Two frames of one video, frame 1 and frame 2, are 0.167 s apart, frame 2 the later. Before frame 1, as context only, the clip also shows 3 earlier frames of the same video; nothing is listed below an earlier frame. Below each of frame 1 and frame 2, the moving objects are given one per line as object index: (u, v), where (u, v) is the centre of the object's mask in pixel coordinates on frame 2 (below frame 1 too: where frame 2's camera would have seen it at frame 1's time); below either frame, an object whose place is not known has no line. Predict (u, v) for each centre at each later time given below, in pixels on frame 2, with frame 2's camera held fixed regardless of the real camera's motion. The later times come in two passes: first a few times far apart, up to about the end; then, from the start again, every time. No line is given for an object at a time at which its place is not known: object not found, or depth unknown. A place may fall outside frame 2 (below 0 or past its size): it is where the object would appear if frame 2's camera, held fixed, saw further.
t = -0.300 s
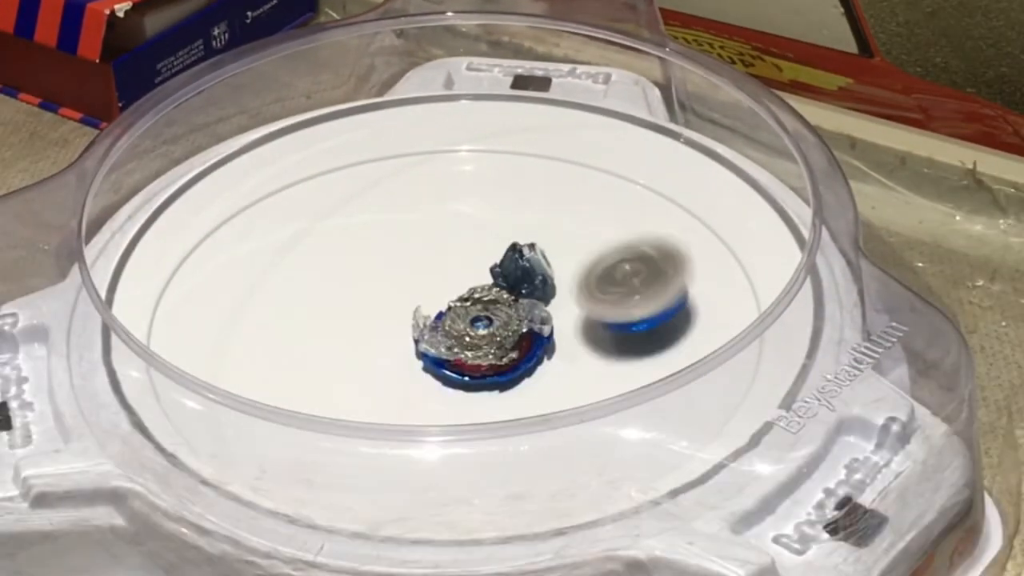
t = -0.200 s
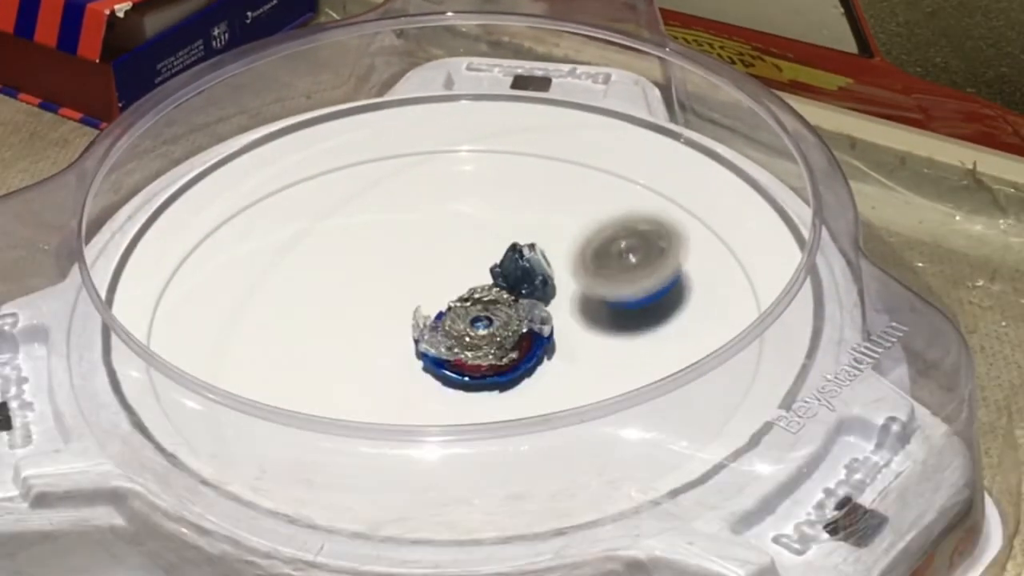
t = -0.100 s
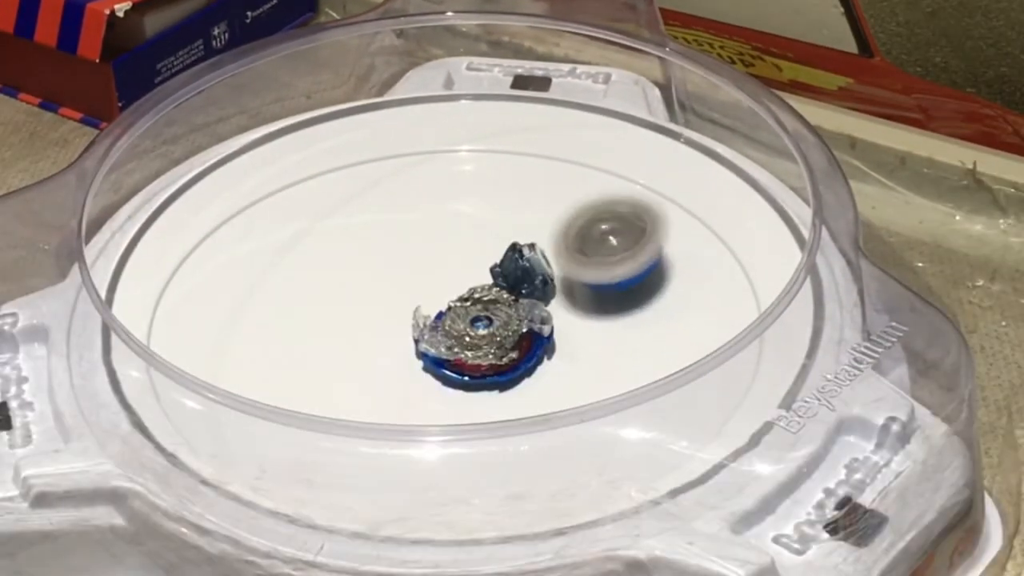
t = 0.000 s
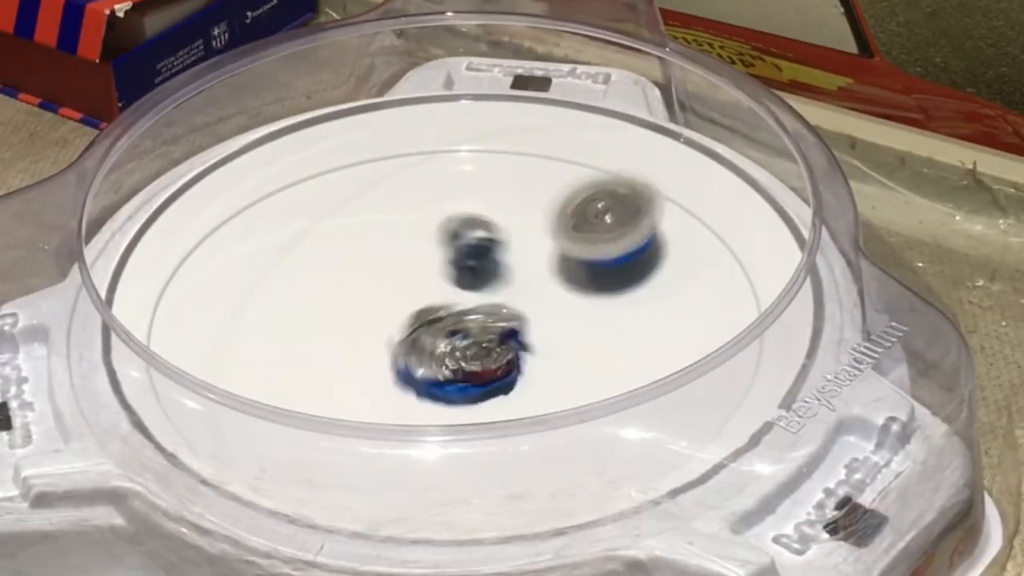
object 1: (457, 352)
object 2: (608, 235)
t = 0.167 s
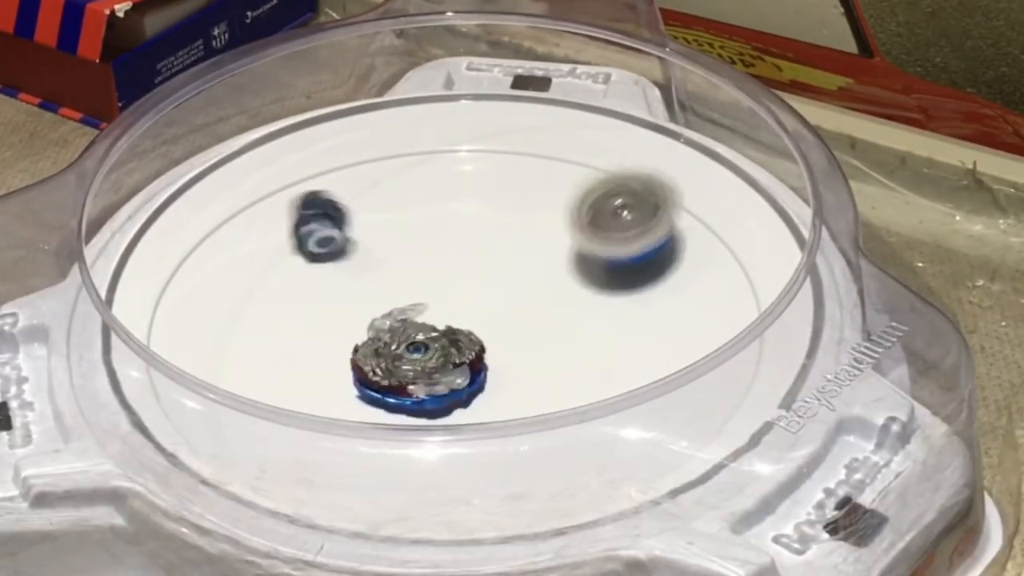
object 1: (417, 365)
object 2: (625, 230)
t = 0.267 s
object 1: (417, 364)
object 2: (582, 256)
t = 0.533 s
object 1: (418, 365)
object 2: (384, 263)
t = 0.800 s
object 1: (420, 363)
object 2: (325, 236)
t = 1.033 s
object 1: (452, 379)
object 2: (381, 295)
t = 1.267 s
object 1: (479, 381)
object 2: (389, 317)
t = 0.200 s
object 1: (418, 365)
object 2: (617, 239)
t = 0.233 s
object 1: (417, 364)
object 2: (603, 248)
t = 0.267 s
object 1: (417, 364)
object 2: (582, 256)
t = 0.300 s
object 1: (417, 364)
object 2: (557, 264)
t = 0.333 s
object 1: (417, 364)
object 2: (532, 271)
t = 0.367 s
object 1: (417, 364)
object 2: (507, 275)
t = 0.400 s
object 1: (417, 365)
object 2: (481, 276)
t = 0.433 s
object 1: (417, 364)
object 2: (455, 273)
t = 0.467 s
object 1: (416, 365)
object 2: (431, 270)
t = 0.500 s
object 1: (417, 365)
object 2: (407, 267)
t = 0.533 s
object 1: (418, 365)
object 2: (384, 263)
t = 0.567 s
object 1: (420, 366)
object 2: (368, 261)
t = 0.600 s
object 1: (420, 366)
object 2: (353, 257)
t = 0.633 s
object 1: (420, 365)
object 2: (340, 252)
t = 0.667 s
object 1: (420, 366)
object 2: (329, 246)
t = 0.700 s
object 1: (419, 364)
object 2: (320, 239)
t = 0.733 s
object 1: (420, 364)
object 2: (317, 236)
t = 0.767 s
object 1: (420, 364)
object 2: (319, 234)
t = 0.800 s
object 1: (420, 363)
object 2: (325, 236)
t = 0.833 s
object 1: (420, 363)
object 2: (334, 240)
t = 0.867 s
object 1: (420, 363)
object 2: (344, 247)
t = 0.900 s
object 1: (420, 364)
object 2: (355, 256)
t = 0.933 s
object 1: (420, 364)
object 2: (366, 265)
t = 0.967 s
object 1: (422, 366)
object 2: (375, 275)
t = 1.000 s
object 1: (438, 375)
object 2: (377, 284)
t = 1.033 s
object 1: (452, 379)
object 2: (381, 295)
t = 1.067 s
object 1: (461, 380)
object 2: (384, 305)
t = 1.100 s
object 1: (468, 381)
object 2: (386, 313)
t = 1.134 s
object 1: (475, 381)
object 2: (384, 317)
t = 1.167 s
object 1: (478, 381)
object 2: (379, 321)
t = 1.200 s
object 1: (479, 380)
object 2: (380, 320)
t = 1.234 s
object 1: (479, 380)
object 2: (384, 318)
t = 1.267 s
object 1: (479, 381)
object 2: (389, 317)
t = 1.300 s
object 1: (480, 381)
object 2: (395, 317)
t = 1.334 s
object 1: (482, 381)
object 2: (400, 315)
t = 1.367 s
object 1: (483, 381)
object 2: (407, 312)
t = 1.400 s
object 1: (483, 381)
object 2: (412, 311)
